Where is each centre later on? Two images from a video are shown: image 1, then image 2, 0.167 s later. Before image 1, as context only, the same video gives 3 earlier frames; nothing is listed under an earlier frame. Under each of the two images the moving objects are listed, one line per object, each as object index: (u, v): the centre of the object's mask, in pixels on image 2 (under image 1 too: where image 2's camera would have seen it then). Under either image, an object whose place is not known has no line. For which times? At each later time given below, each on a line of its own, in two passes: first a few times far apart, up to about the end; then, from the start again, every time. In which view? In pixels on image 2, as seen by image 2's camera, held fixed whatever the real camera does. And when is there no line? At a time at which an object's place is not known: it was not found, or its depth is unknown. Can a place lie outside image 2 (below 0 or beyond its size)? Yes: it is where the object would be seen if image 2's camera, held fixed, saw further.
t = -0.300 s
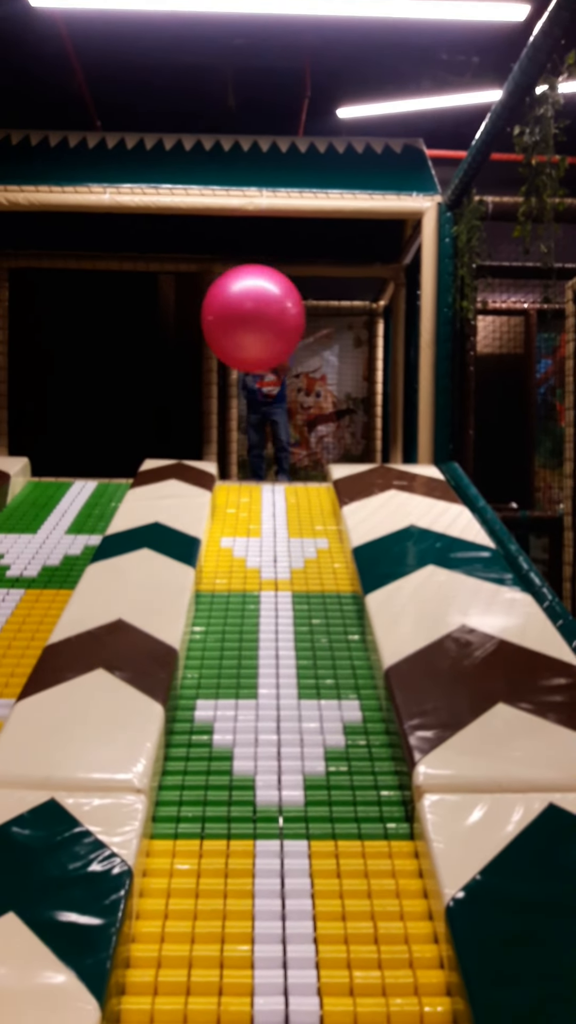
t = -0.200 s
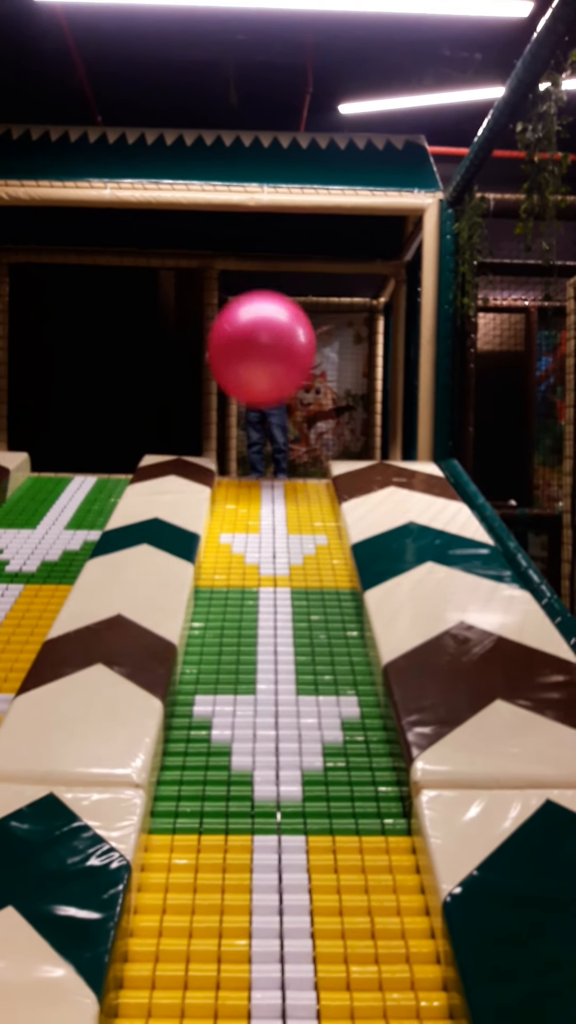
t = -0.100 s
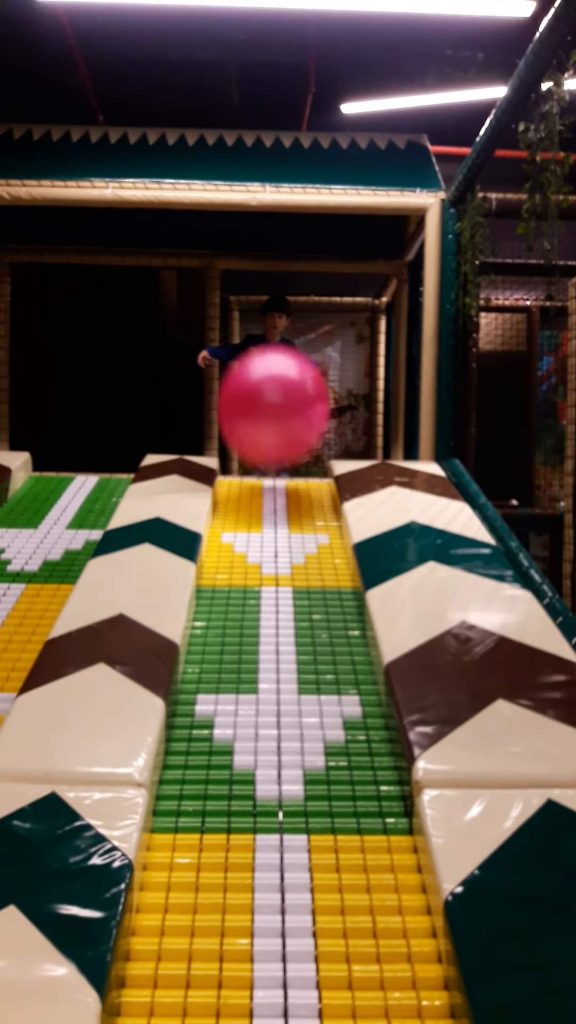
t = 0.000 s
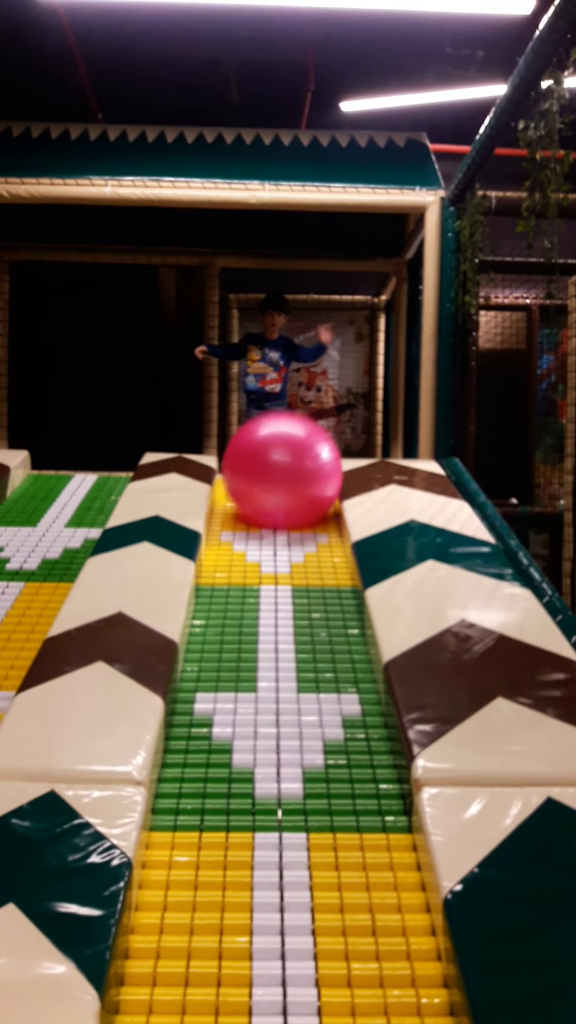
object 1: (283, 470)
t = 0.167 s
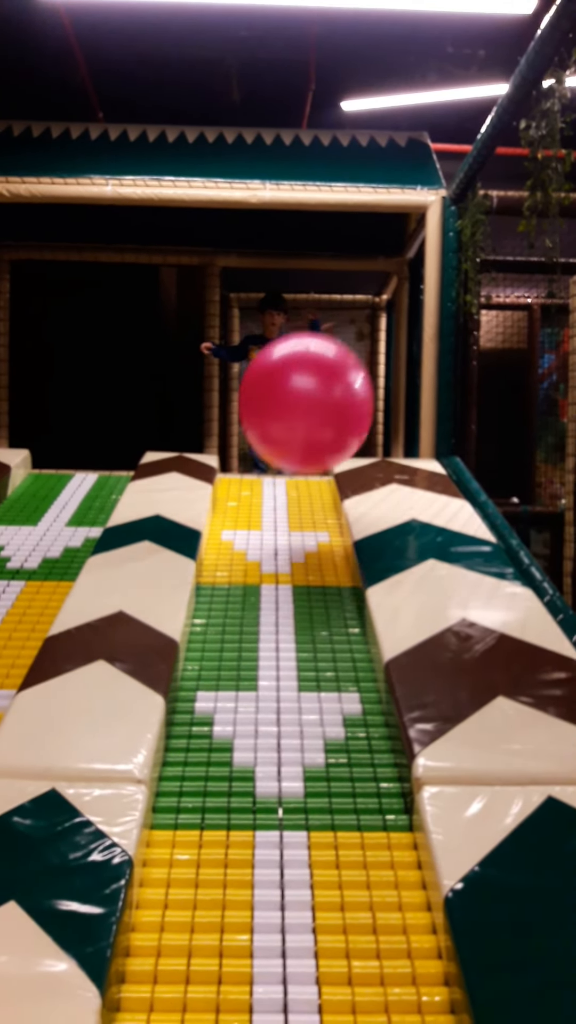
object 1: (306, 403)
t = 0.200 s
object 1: (311, 395)
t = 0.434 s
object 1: (353, 412)
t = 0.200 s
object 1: (311, 395)
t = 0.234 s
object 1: (316, 389)
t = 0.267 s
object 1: (322, 386)
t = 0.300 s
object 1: (328, 385)
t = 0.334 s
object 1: (334, 387)
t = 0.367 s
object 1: (340, 393)
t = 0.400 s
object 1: (347, 401)
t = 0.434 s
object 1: (353, 412)
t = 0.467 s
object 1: (362, 430)
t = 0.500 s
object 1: (369, 452)
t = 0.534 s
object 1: (378, 480)
